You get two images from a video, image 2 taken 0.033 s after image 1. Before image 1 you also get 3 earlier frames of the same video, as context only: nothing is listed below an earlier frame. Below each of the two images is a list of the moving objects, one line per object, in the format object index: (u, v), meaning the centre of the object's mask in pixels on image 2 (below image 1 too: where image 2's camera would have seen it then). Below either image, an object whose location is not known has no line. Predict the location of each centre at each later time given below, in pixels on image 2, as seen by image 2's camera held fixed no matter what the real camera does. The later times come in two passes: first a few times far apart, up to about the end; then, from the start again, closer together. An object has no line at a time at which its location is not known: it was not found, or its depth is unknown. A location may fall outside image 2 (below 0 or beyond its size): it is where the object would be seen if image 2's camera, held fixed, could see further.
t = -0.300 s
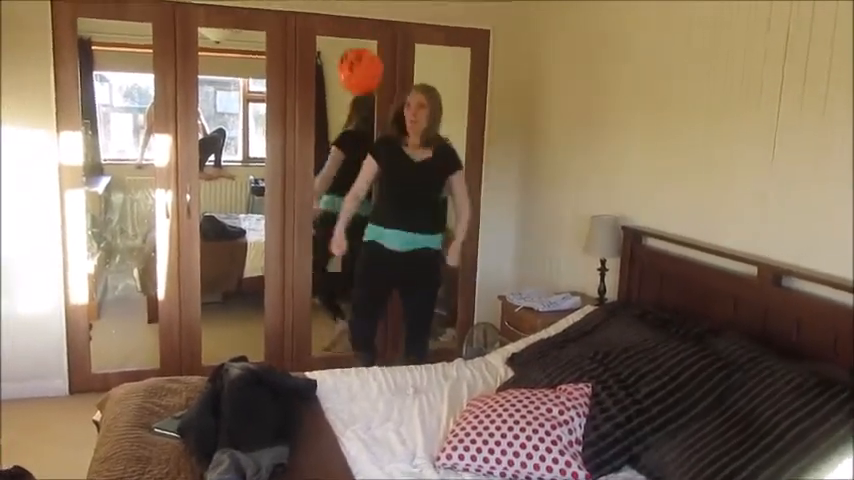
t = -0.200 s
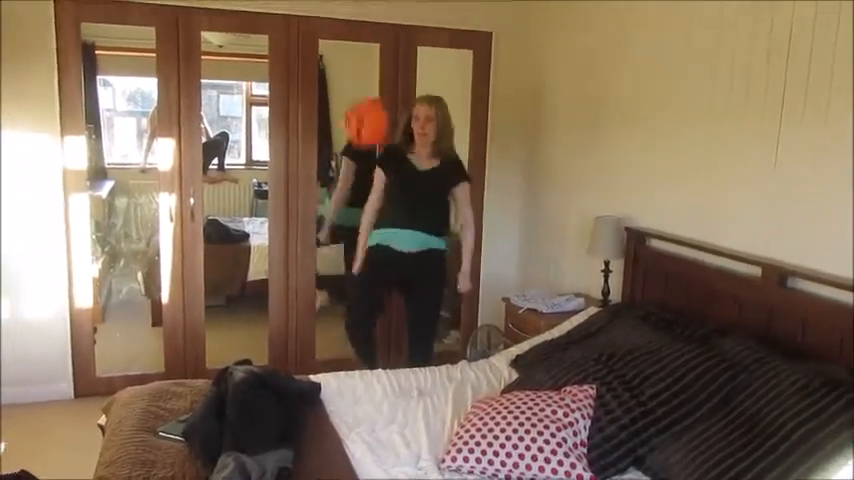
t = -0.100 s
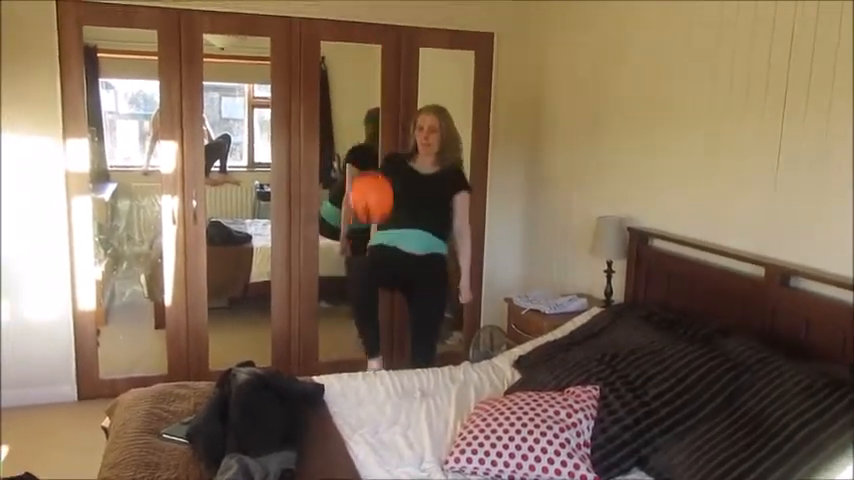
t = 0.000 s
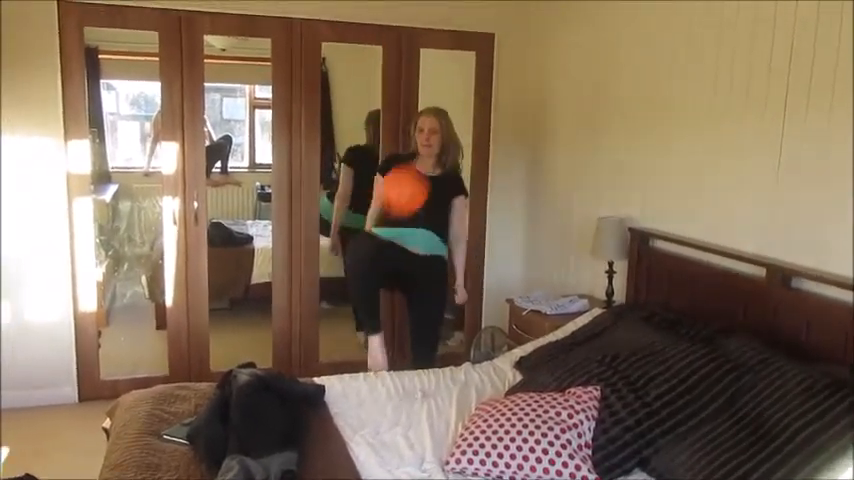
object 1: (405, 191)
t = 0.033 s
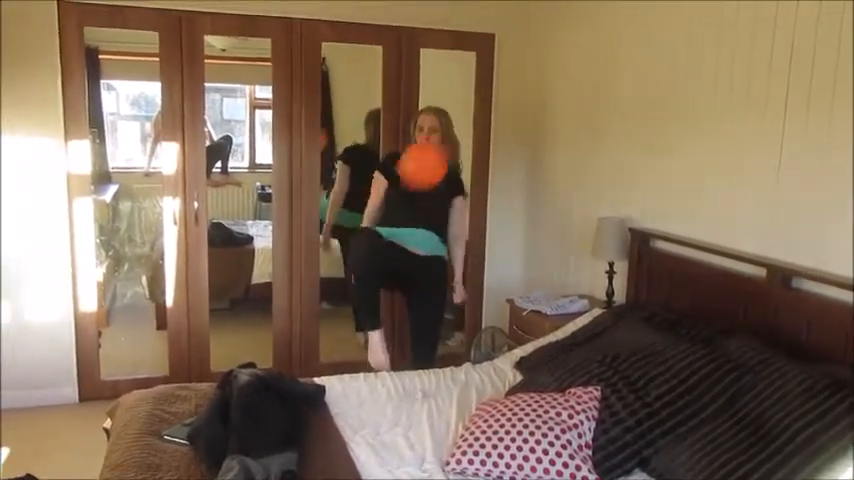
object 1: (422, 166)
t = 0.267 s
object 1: (588, 21)
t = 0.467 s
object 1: (761, 13)
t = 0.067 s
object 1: (442, 139)
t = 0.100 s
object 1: (467, 112)
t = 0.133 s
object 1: (489, 89)
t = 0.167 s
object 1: (511, 68)
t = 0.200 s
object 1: (537, 48)
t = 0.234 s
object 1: (562, 32)
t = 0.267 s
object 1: (588, 21)
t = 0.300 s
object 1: (613, 16)
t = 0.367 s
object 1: (667, 10)
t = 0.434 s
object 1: (729, 7)
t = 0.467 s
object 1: (761, 13)
